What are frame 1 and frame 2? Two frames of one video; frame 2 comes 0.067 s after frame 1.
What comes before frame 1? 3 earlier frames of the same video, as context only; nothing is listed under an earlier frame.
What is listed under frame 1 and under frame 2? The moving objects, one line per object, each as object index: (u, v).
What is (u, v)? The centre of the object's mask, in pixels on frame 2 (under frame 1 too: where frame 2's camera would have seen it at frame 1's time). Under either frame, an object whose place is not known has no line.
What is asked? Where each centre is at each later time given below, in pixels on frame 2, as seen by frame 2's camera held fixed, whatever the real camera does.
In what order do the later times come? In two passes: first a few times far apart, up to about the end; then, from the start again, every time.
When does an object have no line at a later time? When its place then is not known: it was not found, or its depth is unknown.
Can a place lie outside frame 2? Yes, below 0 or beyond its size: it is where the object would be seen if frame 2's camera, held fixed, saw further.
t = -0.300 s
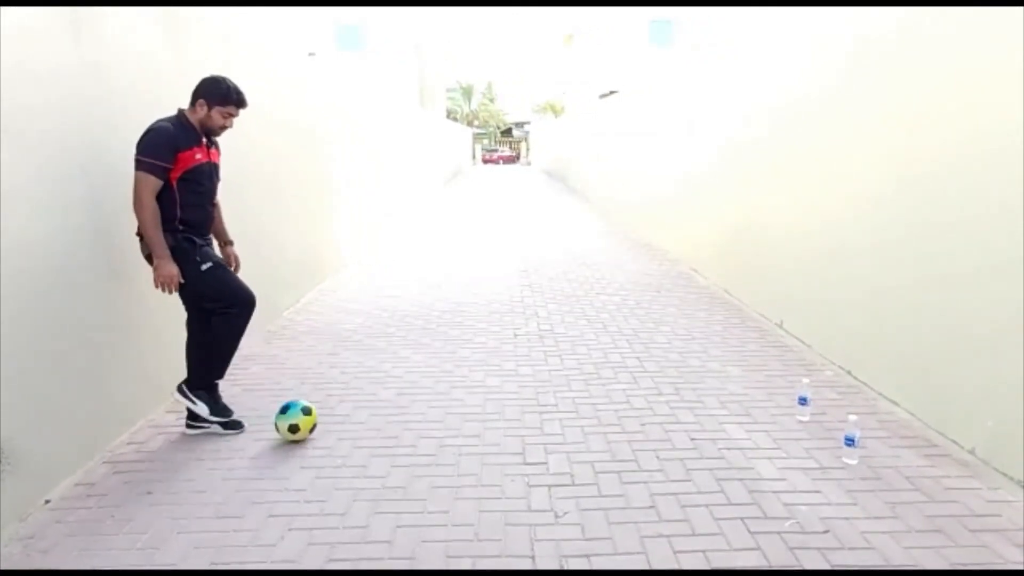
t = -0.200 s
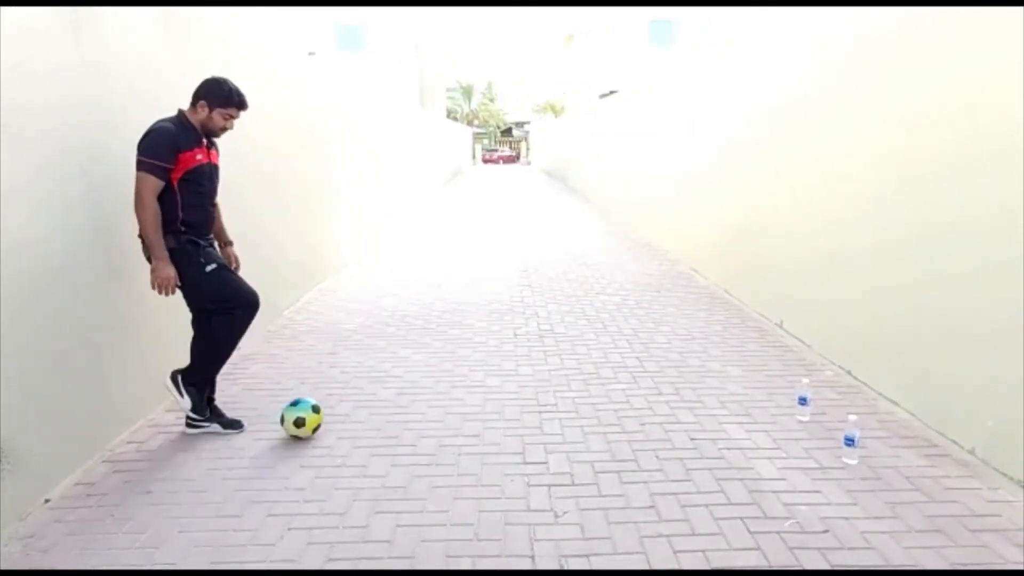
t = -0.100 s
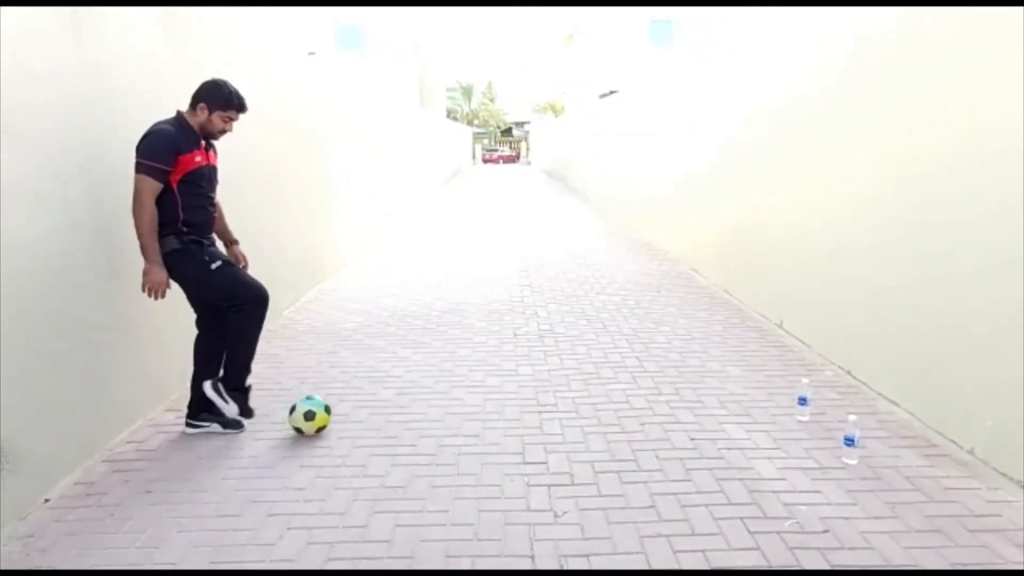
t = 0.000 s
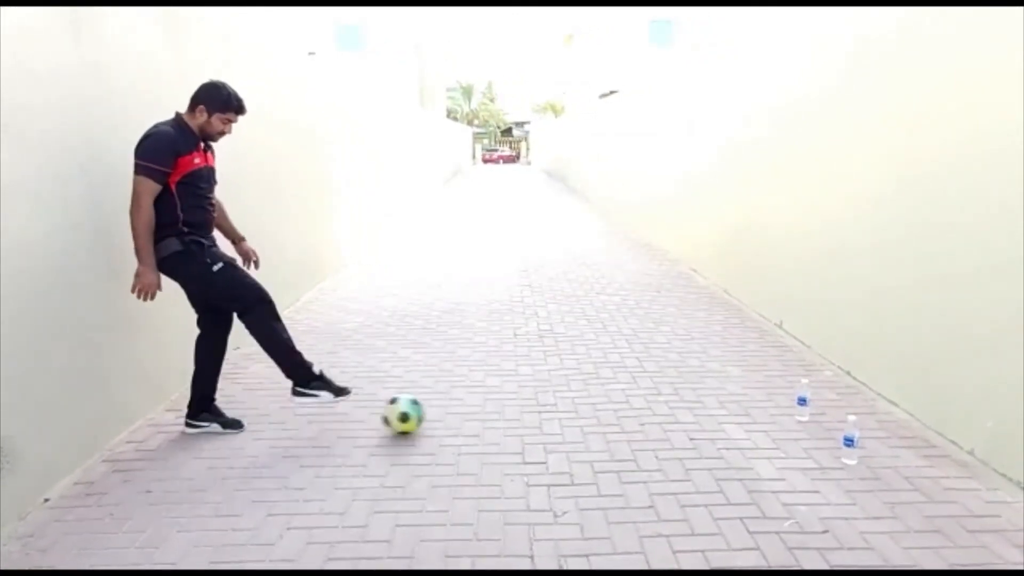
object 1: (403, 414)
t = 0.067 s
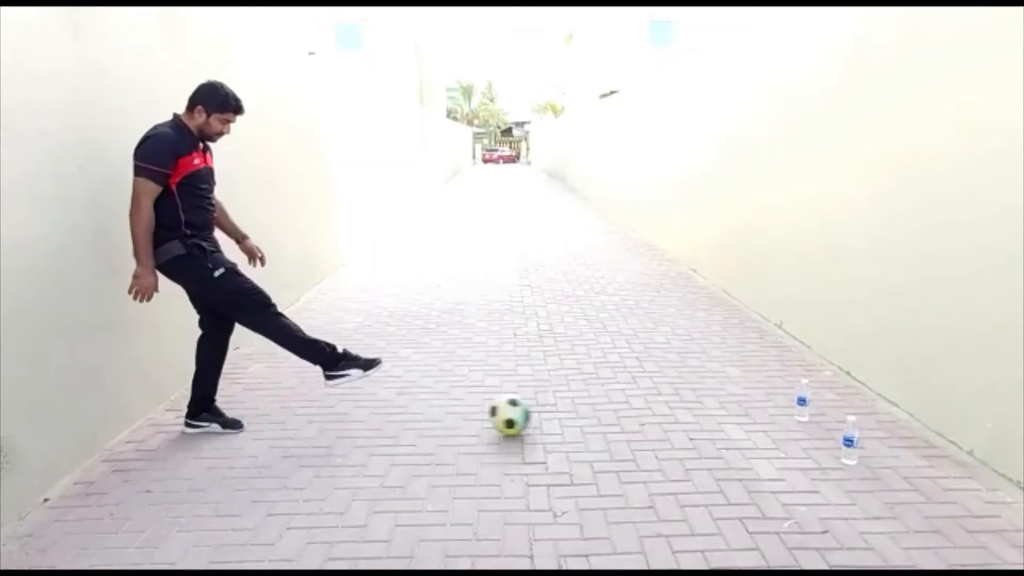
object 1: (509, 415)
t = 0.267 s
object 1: (787, 415)
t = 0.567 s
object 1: (806, 419)
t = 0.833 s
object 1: (690, 416)
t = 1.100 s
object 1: (609, 412)
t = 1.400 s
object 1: (539, 407)
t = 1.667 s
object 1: (483, 400)
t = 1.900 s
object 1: (452, 393)
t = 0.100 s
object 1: (559, 414)
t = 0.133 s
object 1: (610, 416)
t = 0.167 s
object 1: (657, 417)
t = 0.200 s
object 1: (701, 414)
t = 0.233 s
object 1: (745, 414)
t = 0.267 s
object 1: (787, 415)
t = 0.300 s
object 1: (827, 416)
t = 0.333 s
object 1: (870, 417)
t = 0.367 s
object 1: (906, 416)
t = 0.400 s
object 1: (917, 415)
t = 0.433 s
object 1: (892, 416)
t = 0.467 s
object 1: (870, 419)
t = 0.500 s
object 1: (849, 414)
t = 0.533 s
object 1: (826, 417)
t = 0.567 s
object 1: (806, 419)
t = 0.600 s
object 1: (787, 422)
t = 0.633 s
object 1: (770, 419)
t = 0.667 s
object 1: (755, 419)
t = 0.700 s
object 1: (738, 419)
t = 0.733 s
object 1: (725, 417)
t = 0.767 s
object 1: (713, 416)
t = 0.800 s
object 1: (702, 417)
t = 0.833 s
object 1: (690, 416)
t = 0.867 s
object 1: (680, 416)
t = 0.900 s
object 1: (670, 415)
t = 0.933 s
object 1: (660, 415)
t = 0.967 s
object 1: (649, 414)
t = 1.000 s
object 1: (638, 414)
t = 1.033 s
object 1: (628, 413)
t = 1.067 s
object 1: (618, 412)
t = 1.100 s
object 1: (609, 412)
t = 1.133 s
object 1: (600, 412)
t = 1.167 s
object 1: (591, 411)
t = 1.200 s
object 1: (584, 411)
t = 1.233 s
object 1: (577, 411)
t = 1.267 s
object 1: (570, 410)
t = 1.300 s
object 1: (562, 409)
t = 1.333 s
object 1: (555, 408)
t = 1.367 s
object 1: (547, 408)
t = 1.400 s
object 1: (539, 407)
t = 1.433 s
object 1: (532, 406)
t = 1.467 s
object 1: (524, 405)
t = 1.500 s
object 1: (517, 405)
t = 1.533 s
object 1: (510, 405)
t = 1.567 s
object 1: (502, 404)
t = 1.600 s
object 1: (496, 402)
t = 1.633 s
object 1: (489, 401)
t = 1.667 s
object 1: (483, 400)
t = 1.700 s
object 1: (478, 399)
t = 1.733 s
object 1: (473, 398)
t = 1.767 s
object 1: (468, 397)
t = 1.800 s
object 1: (464, 396)
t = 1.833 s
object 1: (460, 395)
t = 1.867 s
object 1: (456, 394)
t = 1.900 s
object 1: (452, 393)
